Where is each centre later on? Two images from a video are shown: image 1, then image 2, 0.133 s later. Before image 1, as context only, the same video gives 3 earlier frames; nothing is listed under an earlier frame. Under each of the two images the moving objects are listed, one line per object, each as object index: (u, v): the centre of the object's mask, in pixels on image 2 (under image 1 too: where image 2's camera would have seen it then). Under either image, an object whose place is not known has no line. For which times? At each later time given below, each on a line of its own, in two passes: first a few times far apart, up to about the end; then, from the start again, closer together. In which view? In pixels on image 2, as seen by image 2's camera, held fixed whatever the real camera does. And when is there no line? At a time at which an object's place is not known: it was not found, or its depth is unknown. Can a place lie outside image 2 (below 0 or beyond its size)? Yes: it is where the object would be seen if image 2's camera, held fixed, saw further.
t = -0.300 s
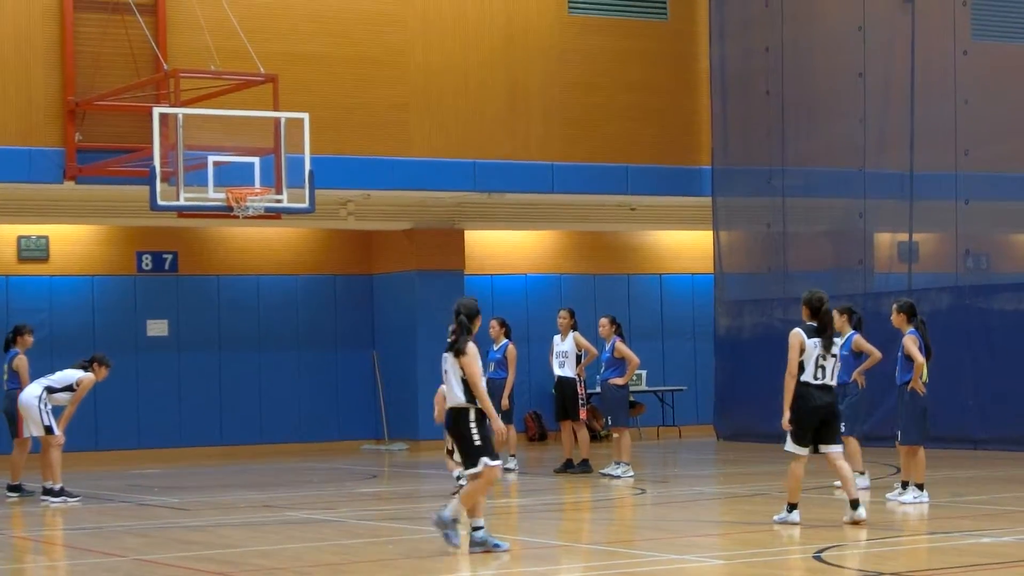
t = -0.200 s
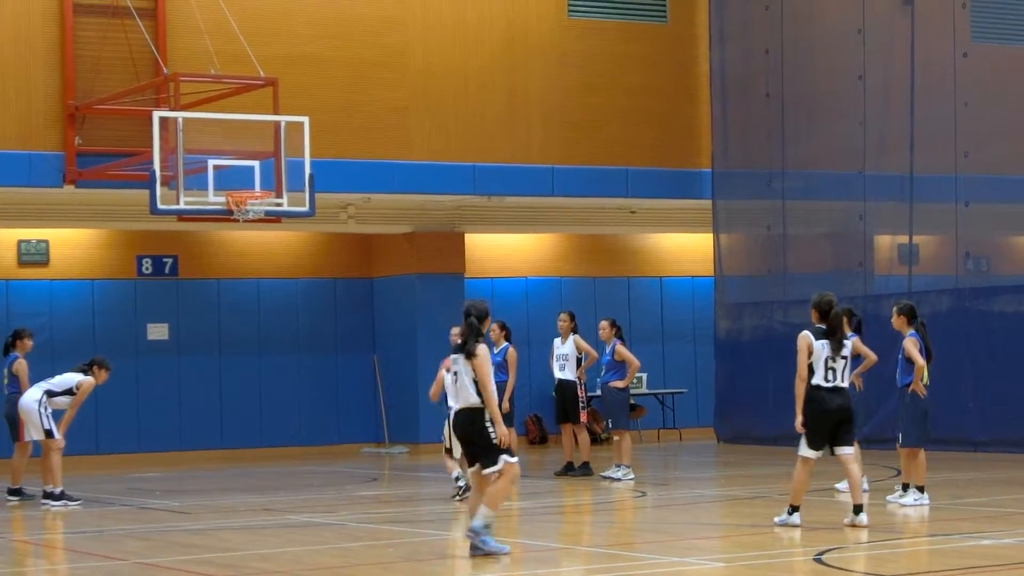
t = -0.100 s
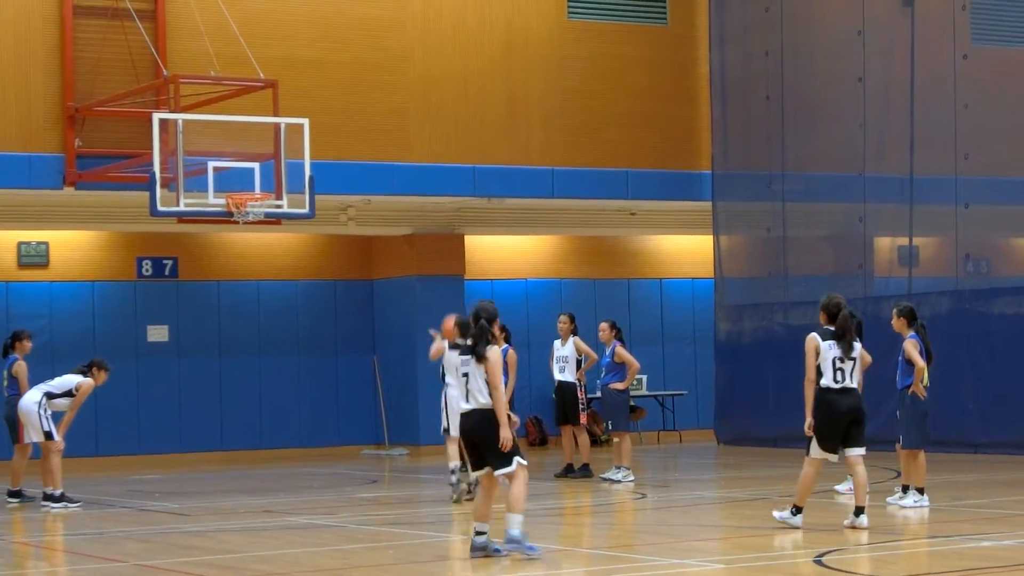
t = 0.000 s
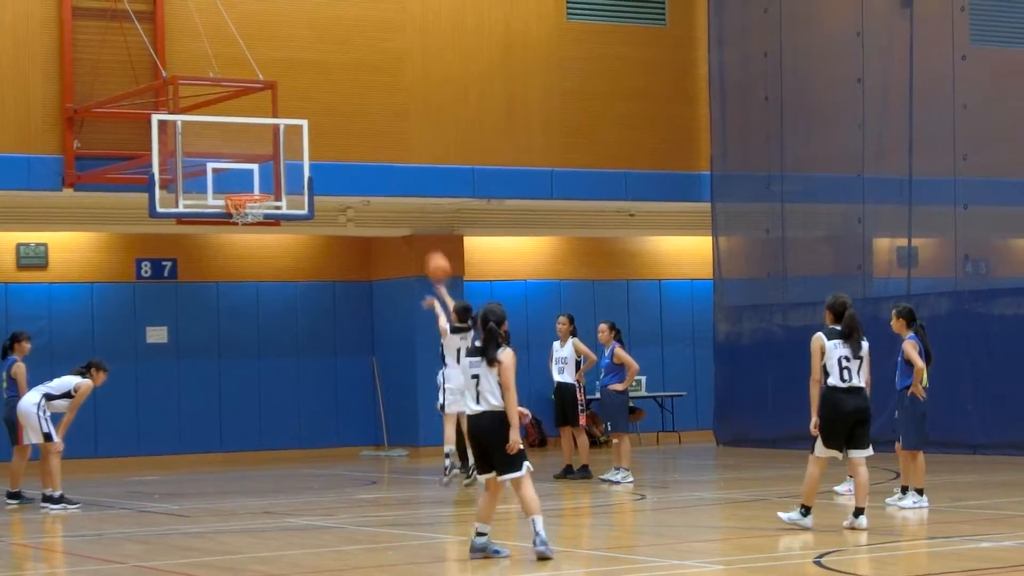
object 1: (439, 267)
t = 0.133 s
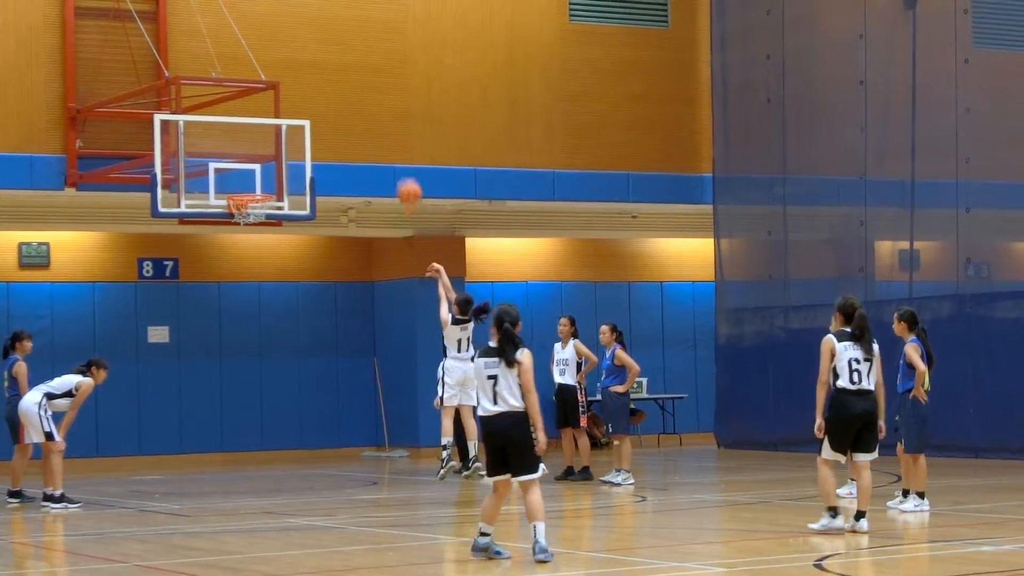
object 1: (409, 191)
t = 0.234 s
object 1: (387, 148)
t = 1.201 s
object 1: (250, 145)
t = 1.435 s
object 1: (270, 107)
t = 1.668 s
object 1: (292, 118)
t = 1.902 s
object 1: (316, 179)
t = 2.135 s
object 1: (340, 291)
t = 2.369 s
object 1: (362, 454)
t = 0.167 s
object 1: (402, 177)
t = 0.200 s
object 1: (394, 162)
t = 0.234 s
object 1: (387, 148)
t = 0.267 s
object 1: (379, 137)
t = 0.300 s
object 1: (373, 127)
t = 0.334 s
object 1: (366, 117)
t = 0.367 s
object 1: (359, 110)
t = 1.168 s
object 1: (247, 154)
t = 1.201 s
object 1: (250, 145)
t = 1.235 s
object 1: (253, 137)
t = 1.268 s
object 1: (256, 131)
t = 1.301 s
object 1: (260, 123)
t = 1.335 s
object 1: (262, 117)
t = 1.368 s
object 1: (265, 113)
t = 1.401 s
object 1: (268, 109)
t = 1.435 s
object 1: (270, 107)
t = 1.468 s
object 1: (274, 105)
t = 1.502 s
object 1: (277, 105)
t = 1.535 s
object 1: (280, 105)
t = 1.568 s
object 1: (283, 107)
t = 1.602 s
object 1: (286, 109)
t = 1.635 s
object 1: (289, 113)
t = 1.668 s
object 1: (292, 118)
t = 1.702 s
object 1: (296, 123)
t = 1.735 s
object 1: (299, 129)
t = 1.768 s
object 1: (301, 137)
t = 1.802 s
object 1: (305, 145)
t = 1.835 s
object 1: (309, 156)
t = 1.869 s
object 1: (312, 168)
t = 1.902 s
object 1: (316, 179)
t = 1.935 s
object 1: (320, 192)
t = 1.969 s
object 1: (321, 205)
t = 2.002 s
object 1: (327, 220)
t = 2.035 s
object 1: (330, 234)
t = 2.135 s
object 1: (340, 291)
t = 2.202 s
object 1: (346, 333)
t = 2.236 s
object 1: (349, 355)
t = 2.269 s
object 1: (352, 377)
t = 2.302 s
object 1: (356, 405)
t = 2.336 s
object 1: (359, 428)
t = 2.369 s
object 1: (362, 454)
